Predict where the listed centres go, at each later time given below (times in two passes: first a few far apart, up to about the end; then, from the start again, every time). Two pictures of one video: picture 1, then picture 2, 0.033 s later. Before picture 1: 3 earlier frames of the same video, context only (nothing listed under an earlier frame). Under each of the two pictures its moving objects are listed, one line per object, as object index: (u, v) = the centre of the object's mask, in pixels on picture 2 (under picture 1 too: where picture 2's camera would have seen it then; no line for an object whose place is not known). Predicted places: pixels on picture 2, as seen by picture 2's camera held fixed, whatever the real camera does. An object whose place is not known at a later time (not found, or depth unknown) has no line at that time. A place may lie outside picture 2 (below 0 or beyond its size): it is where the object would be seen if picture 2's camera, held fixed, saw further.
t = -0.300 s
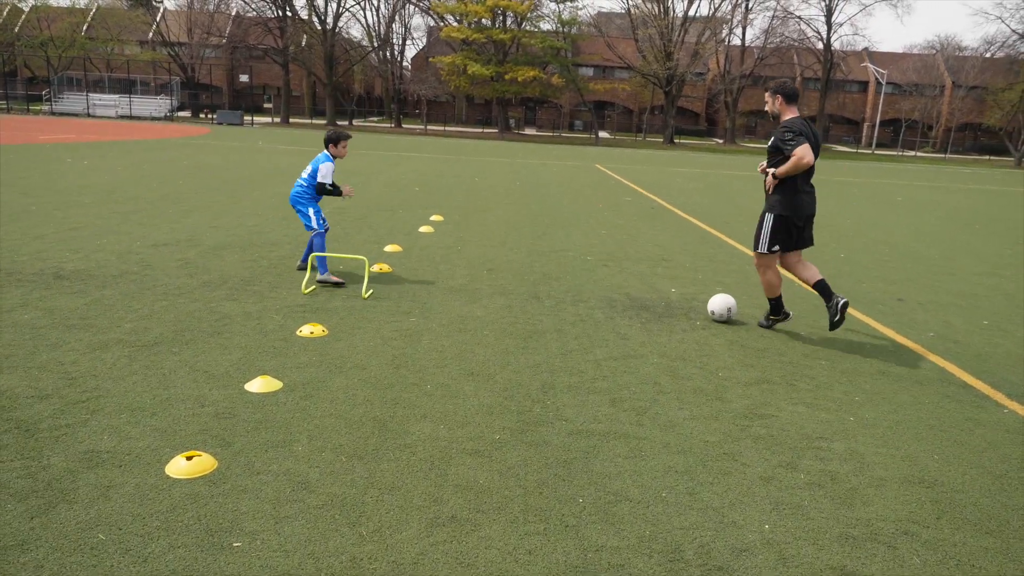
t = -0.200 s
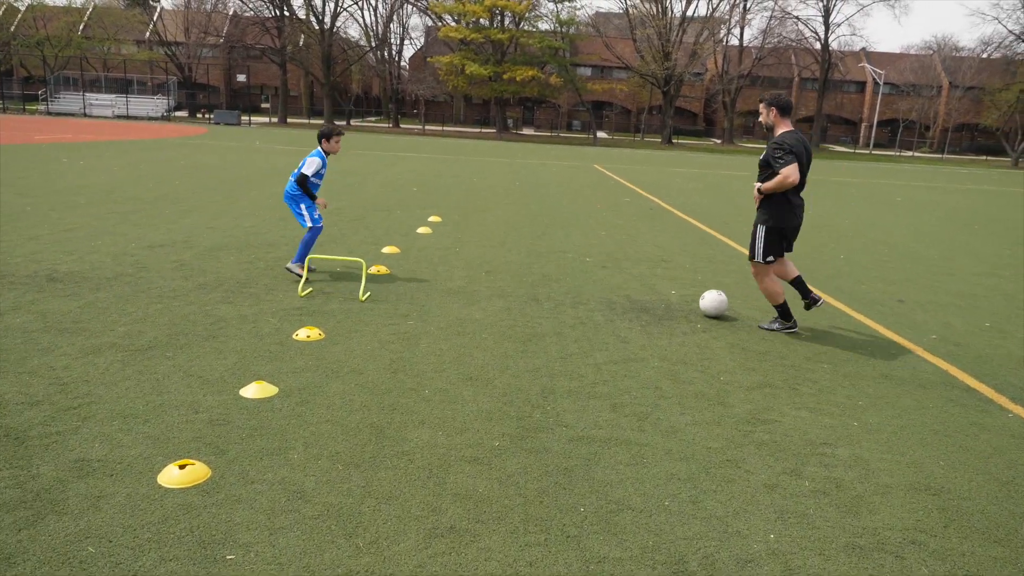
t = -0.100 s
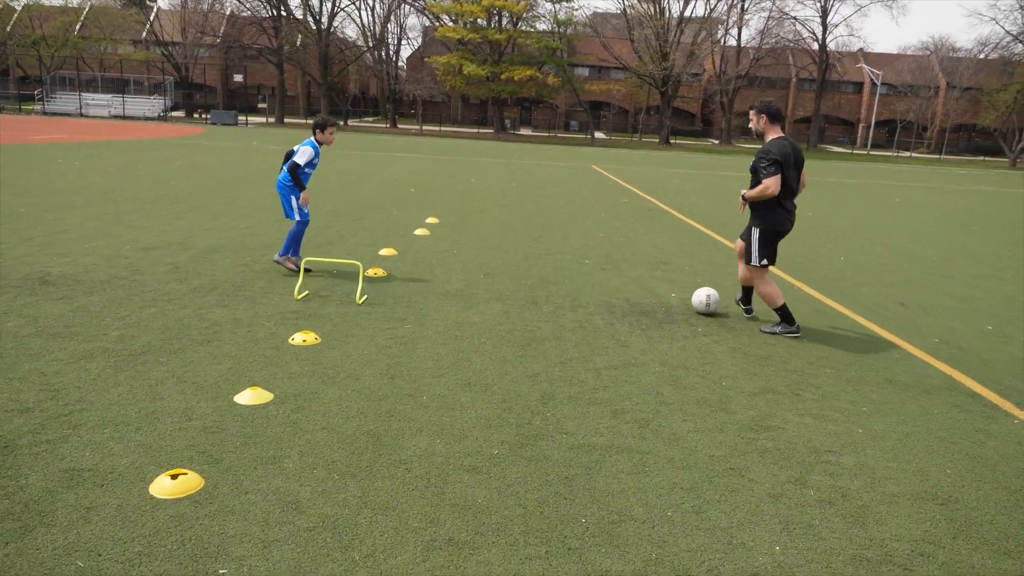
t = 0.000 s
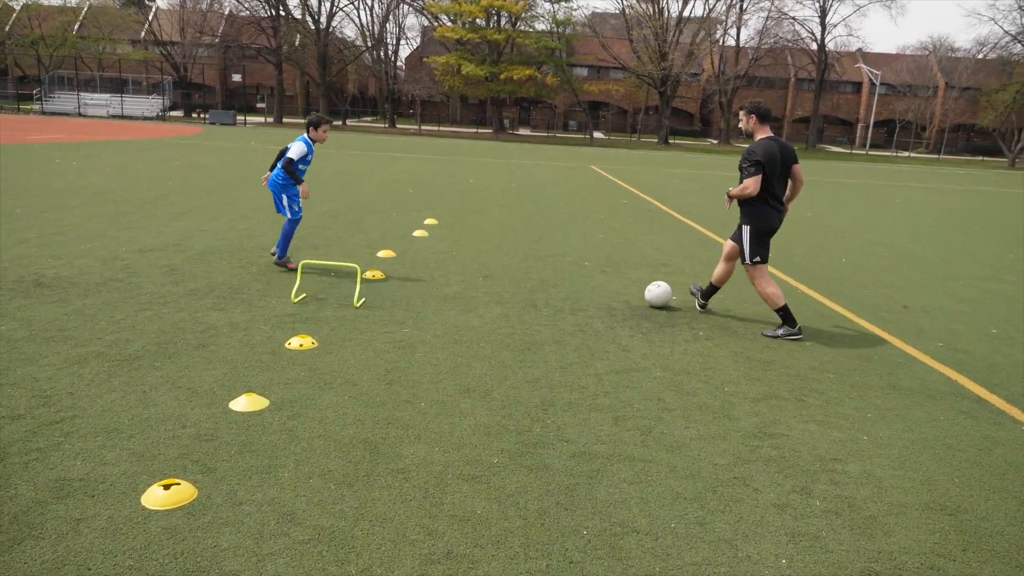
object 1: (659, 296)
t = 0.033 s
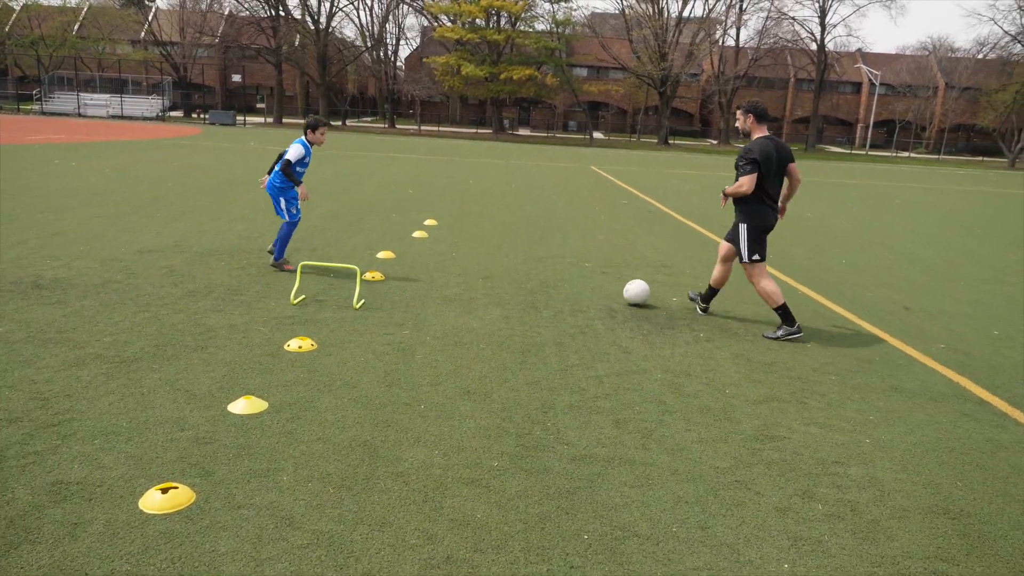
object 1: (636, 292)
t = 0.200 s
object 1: (545, 278)
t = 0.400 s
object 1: (465, 265)
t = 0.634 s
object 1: (389, 253)
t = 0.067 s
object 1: (616, 289)
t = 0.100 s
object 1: (596, 286)
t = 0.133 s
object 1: (578, 284)
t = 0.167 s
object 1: (561, 281)
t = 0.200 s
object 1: (545, 278)
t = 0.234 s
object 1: (529, 276)
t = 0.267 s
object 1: (516, 273)
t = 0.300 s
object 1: (503, 271)
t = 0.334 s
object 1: (490, 269)
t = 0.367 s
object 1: (477, 267)
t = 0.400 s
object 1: (465, 265)
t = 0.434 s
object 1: (454, 264)
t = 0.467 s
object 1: (442, 261)
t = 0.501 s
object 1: (431, 259)
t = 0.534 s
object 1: (420, 258)
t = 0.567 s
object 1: (409, 256)
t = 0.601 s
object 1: (399, 254)
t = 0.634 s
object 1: (389, 253)
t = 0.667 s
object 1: (379, 250)
